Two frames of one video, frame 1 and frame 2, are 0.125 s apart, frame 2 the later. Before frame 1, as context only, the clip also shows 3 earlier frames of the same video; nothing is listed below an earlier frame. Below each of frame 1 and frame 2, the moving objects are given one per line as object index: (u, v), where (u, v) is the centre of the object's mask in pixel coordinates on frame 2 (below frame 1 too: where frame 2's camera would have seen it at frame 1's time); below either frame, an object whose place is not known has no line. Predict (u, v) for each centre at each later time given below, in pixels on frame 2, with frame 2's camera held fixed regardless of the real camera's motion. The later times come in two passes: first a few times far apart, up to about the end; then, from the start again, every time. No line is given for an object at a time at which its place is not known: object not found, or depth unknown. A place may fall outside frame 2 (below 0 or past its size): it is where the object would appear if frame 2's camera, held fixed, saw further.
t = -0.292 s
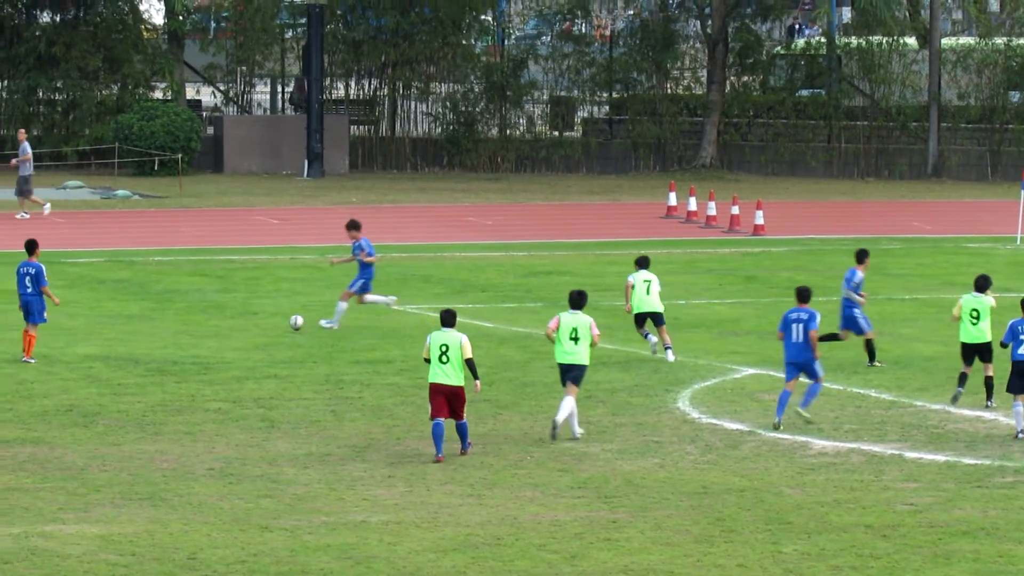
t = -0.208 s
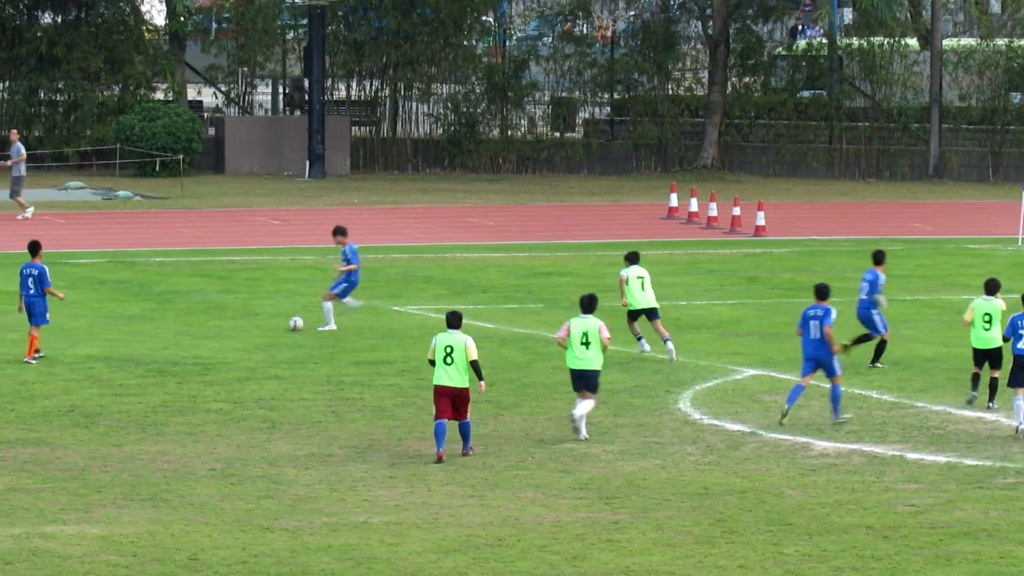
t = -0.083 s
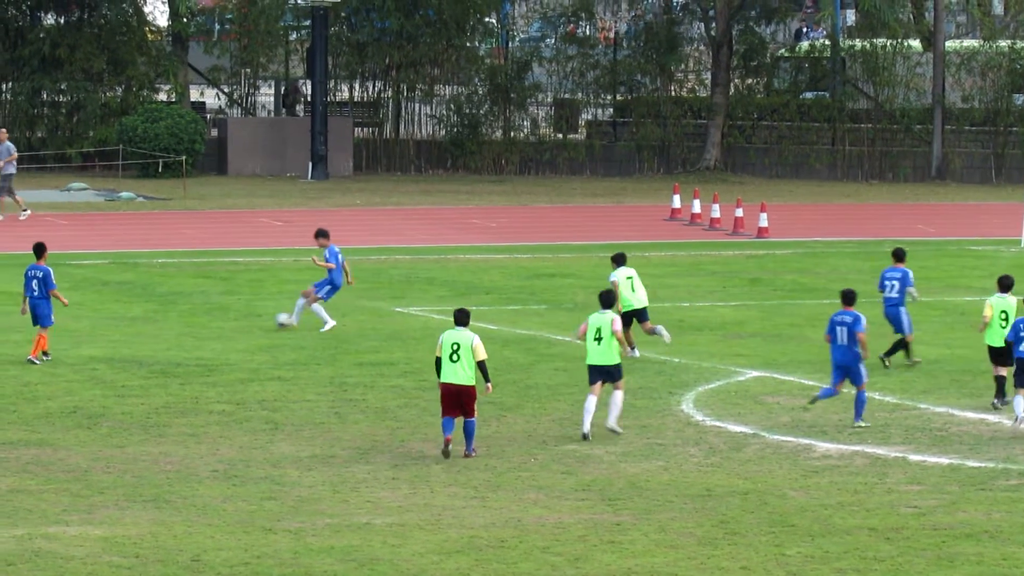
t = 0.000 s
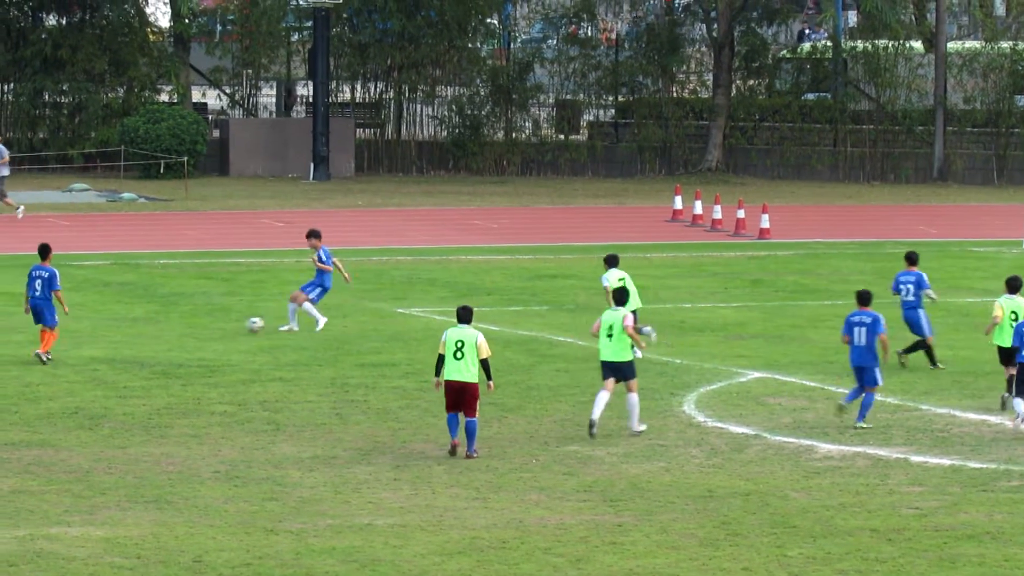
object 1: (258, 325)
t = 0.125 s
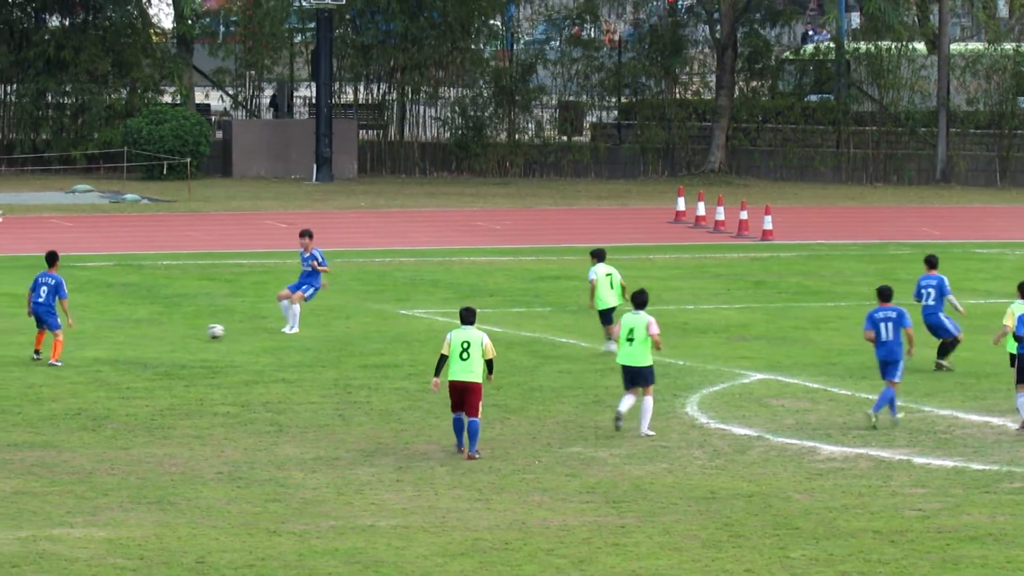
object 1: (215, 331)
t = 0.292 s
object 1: (170, 329)
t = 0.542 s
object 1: (109, 335)
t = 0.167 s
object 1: (204, 329)
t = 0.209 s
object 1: (193, 328)
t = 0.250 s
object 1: (181, 328)
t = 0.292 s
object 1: (170, 329)
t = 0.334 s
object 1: (158, 332)
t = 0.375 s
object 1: (147, 336)
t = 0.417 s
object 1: (135, 341)
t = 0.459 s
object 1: (126, 340)
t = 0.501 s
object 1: (118, 337)
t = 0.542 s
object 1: (109, 335)
